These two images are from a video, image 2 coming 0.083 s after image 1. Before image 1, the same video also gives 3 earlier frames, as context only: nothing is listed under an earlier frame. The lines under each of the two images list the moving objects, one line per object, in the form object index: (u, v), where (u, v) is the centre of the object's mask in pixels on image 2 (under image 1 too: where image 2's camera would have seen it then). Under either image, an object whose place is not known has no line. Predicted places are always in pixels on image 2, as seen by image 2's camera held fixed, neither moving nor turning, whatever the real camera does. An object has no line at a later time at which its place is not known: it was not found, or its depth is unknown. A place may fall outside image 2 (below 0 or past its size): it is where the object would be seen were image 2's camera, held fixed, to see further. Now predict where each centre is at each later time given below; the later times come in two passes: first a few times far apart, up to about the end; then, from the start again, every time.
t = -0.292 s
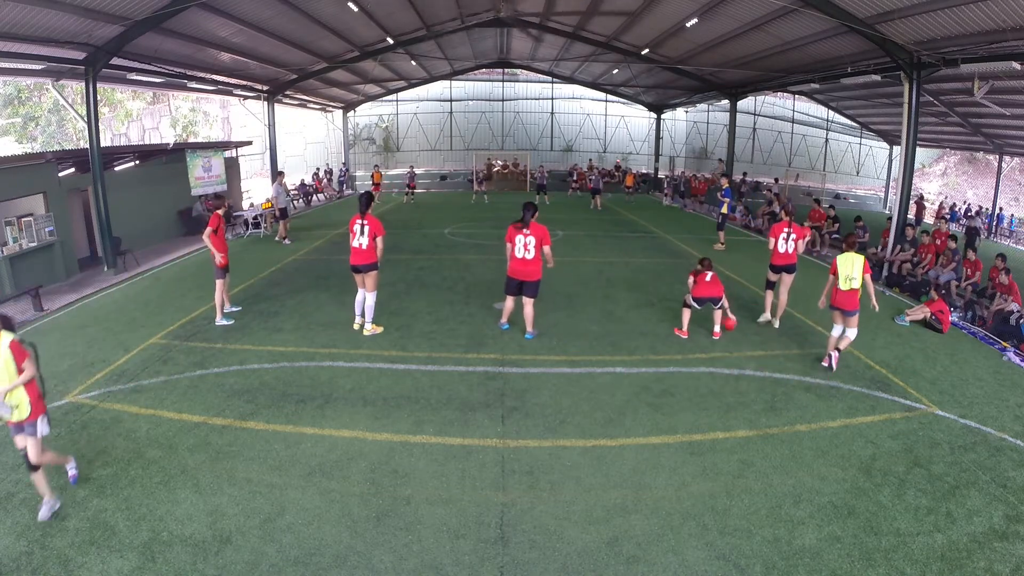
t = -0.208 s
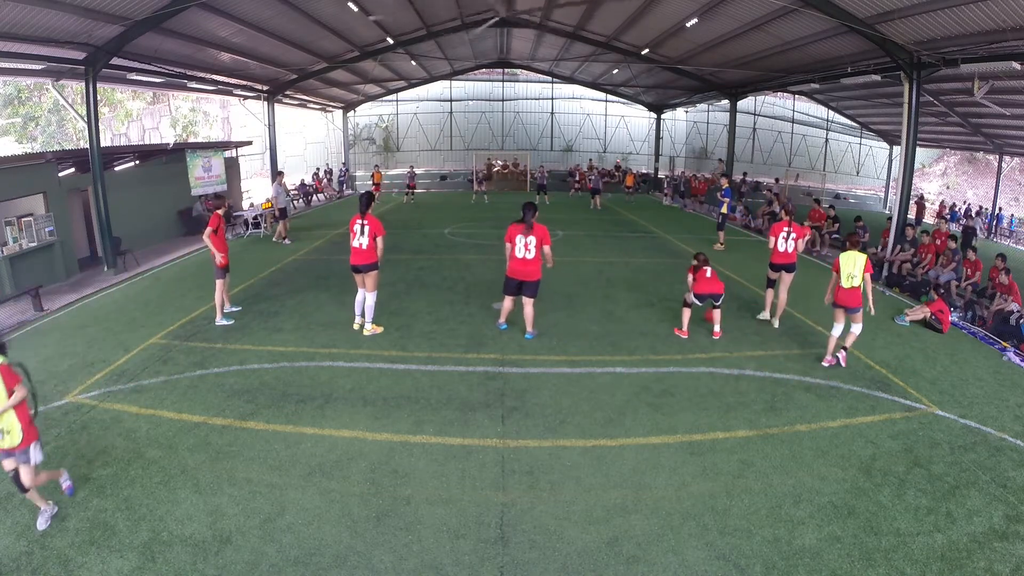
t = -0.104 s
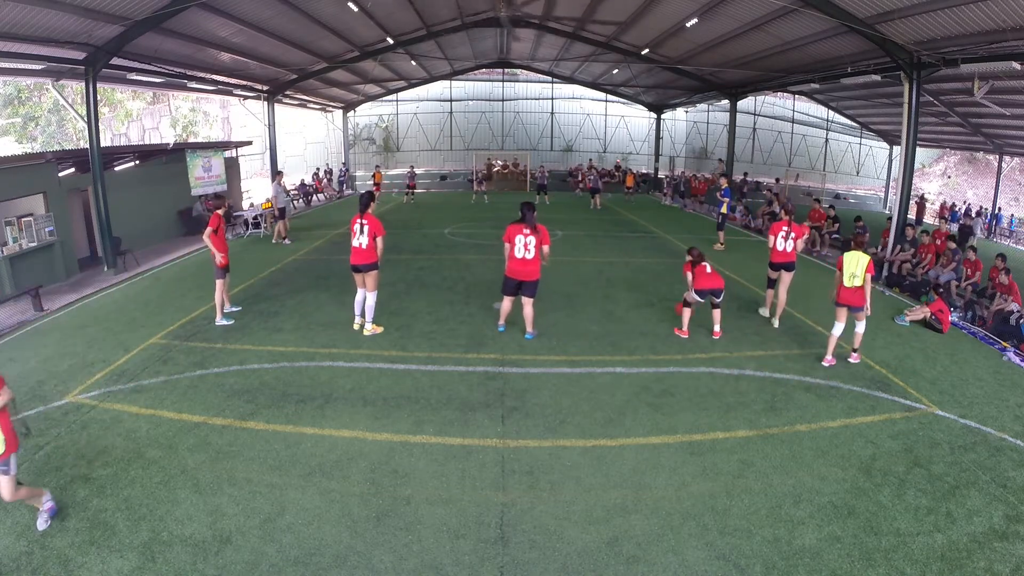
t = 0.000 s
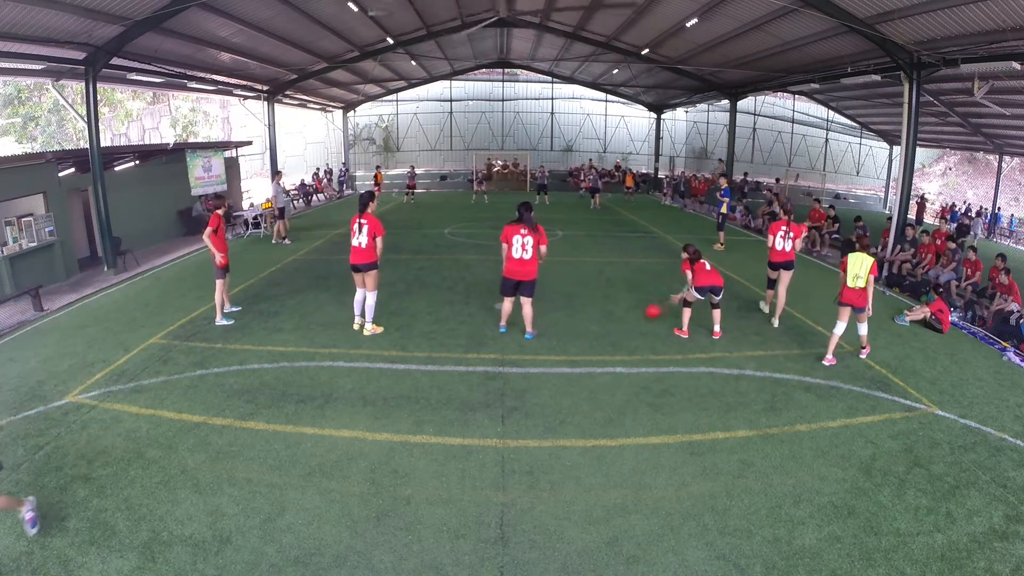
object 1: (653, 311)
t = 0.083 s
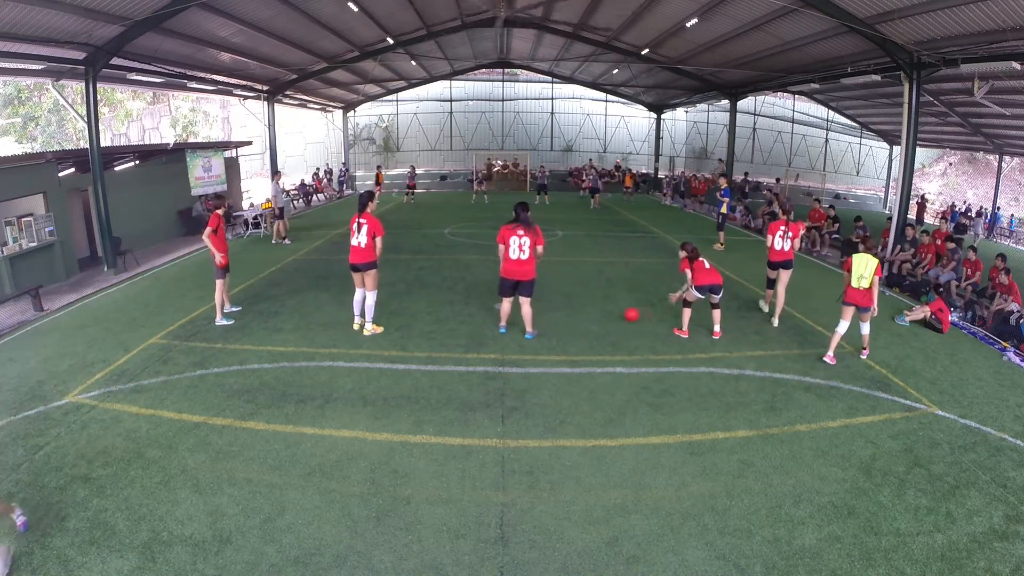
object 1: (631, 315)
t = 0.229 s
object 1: (608, 312)
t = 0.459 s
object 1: (572, 315)
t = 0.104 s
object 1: (628, 314)
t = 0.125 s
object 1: (625, 314)
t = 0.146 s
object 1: (622, 312)
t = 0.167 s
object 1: (618, 311)
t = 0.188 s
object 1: (615, 311)
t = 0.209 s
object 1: (613, 311)
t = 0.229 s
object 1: (608, 312)
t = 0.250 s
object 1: (605, 312)
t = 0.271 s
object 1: (602, 313)
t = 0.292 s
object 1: (599, 314)
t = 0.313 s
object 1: (596, 316)
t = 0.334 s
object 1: (592, 317)
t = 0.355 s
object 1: (589, 317)
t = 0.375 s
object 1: (586, 316)
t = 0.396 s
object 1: (582, 315)
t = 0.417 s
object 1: (578, 315)
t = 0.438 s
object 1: (575, 315)
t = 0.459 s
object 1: (572, 315)
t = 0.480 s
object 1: (568, 315)
